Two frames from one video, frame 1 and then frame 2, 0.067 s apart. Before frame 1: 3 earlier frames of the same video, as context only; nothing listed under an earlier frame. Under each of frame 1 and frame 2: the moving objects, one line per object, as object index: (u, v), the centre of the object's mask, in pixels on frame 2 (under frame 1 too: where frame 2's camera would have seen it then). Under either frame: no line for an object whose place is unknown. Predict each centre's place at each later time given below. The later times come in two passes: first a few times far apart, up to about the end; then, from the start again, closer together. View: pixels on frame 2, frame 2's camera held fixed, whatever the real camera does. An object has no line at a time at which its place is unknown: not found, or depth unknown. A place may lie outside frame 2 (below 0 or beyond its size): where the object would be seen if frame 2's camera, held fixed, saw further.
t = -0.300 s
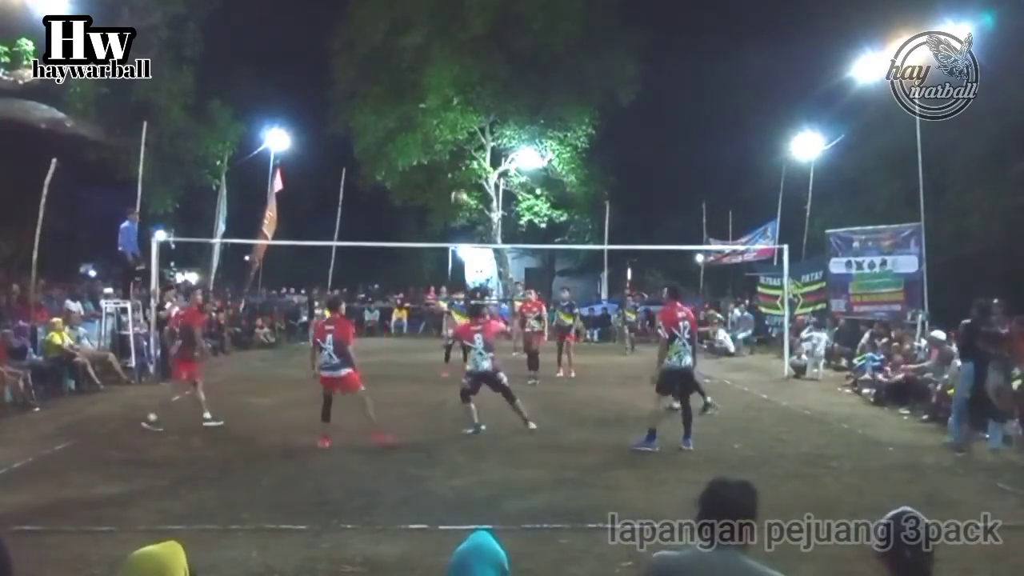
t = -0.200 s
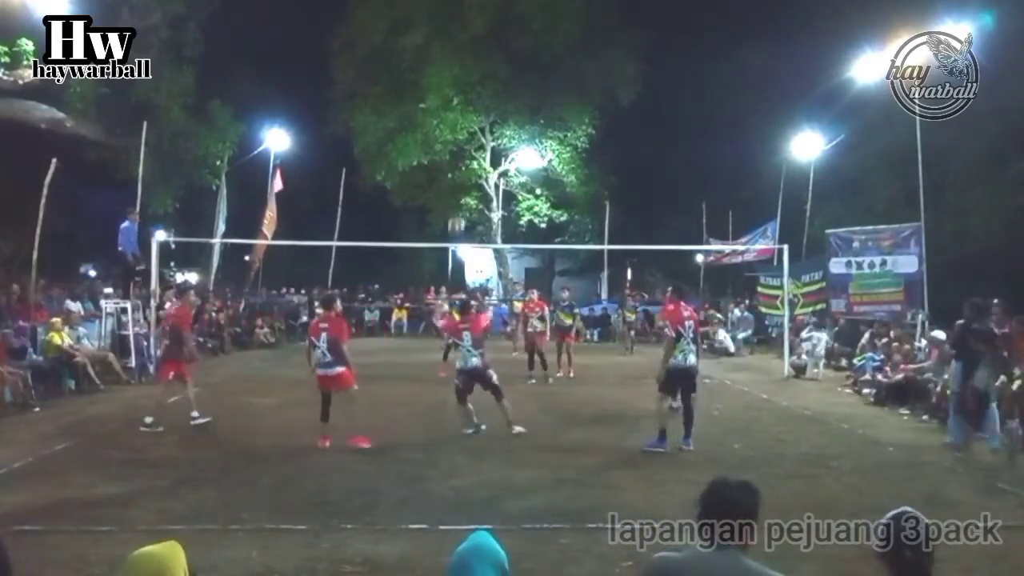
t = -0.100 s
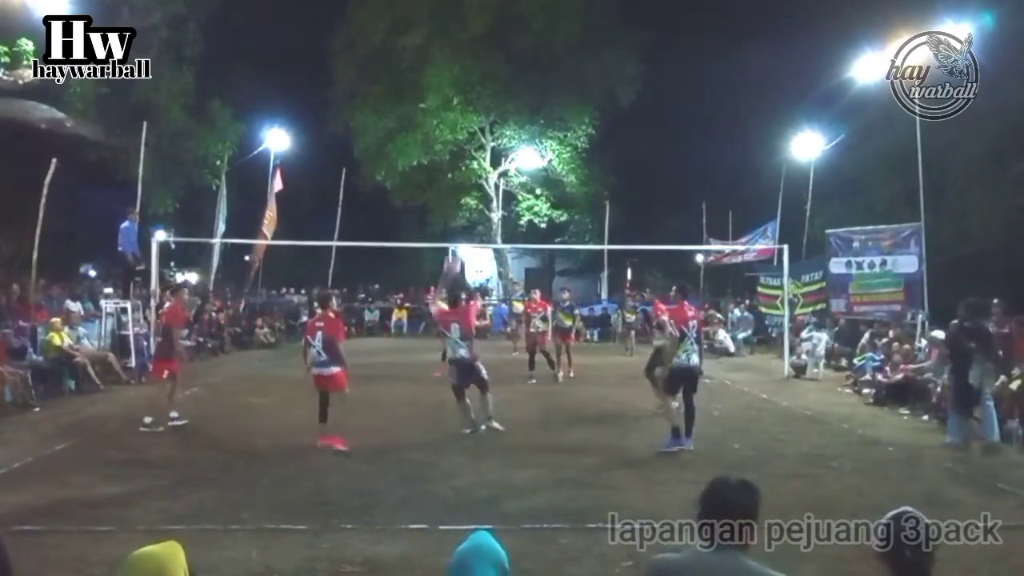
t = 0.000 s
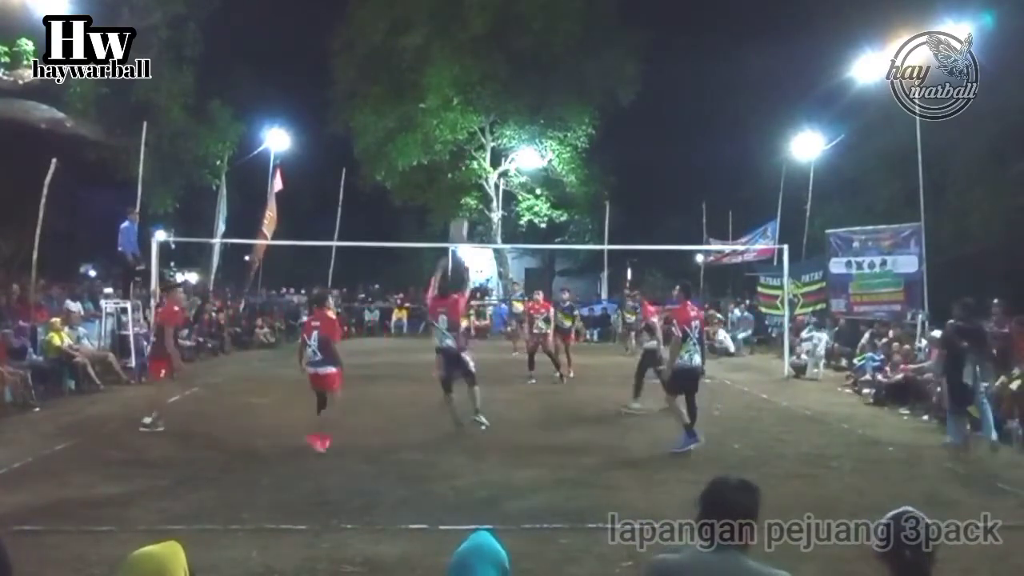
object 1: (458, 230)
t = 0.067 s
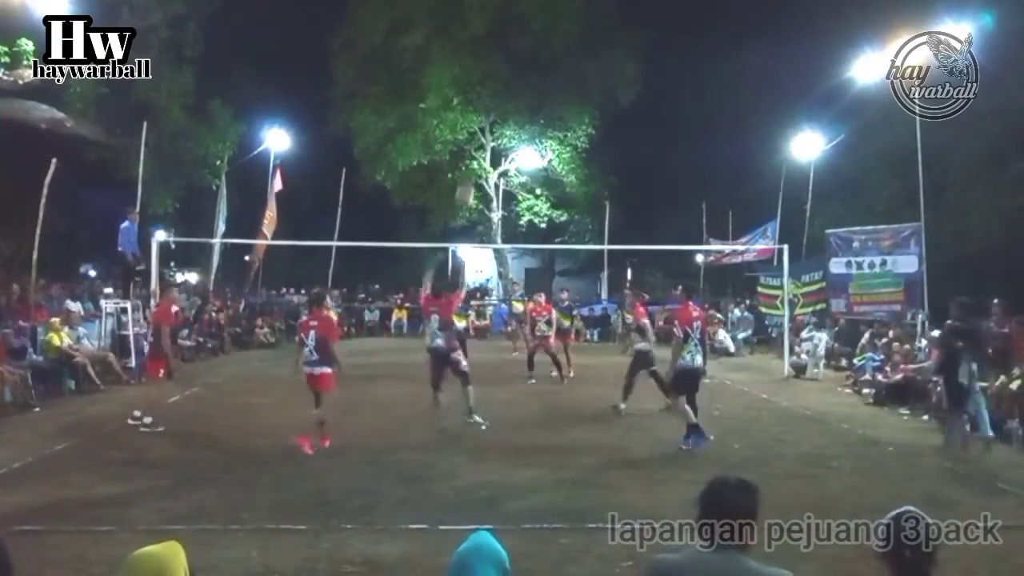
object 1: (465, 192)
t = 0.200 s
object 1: (478, 135)
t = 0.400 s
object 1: (492, 77)
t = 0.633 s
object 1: (508, 51)
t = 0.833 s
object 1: (522, 61)
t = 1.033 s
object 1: (534, 99)
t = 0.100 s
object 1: (467, 178)
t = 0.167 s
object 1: (474, 147)
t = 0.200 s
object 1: (478, 135)
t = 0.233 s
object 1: (479, 122)
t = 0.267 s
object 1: (482, 113)
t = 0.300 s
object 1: (484, 101)
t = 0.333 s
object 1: (487, 92)
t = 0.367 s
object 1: (489, 84)
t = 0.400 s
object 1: (492, 77)
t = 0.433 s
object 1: (495, 70)
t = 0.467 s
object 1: (496, 66)
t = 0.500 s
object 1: (499, 61)
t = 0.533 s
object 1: (502, 56)
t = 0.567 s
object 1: (503, 54)
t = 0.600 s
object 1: (506, 51)
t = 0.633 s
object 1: (508, 51)
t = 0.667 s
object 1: (511, 51)
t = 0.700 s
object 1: (513, 51)
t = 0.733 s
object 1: (515, 52)
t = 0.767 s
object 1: (517, 54)
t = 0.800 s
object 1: (520, 57)
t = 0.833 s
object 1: (522, 61)
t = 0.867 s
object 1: (524, 65)
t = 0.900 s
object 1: (526, 70)
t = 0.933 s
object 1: (528, 77)
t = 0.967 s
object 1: (530, 83)
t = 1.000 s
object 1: (532, 90)
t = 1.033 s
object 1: (534, 99)
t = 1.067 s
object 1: (536, 107)
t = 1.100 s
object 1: (538, 117)
